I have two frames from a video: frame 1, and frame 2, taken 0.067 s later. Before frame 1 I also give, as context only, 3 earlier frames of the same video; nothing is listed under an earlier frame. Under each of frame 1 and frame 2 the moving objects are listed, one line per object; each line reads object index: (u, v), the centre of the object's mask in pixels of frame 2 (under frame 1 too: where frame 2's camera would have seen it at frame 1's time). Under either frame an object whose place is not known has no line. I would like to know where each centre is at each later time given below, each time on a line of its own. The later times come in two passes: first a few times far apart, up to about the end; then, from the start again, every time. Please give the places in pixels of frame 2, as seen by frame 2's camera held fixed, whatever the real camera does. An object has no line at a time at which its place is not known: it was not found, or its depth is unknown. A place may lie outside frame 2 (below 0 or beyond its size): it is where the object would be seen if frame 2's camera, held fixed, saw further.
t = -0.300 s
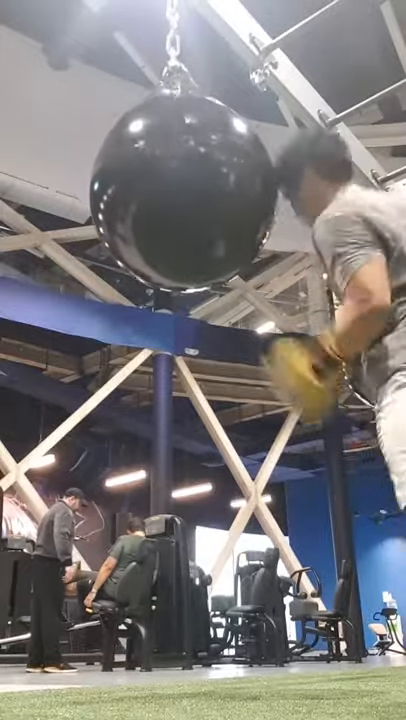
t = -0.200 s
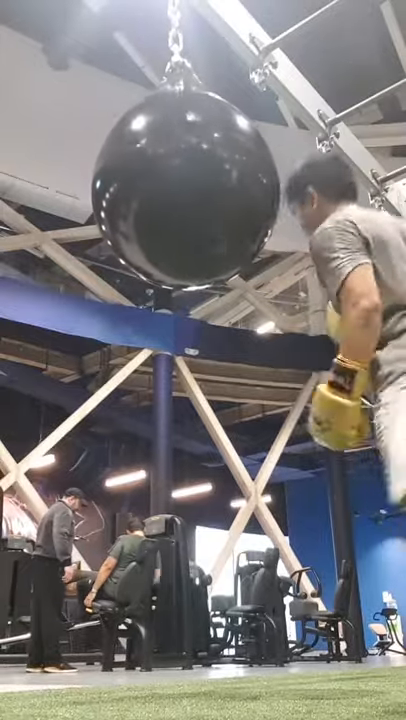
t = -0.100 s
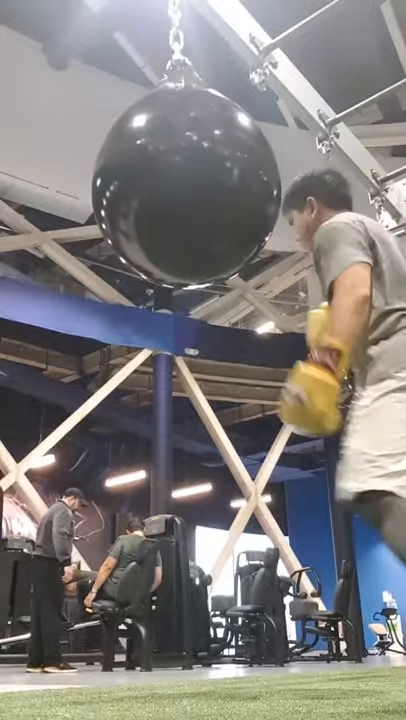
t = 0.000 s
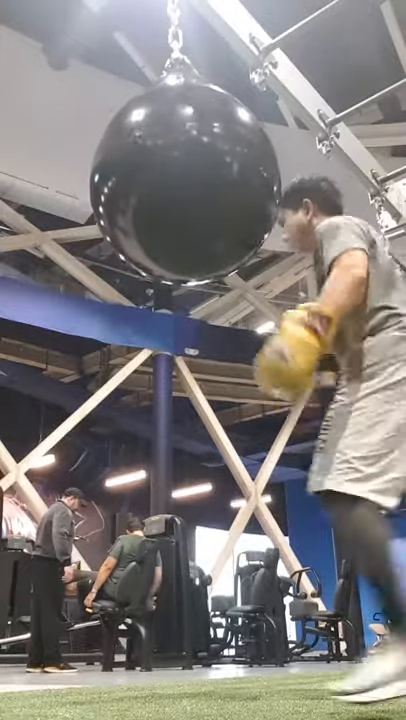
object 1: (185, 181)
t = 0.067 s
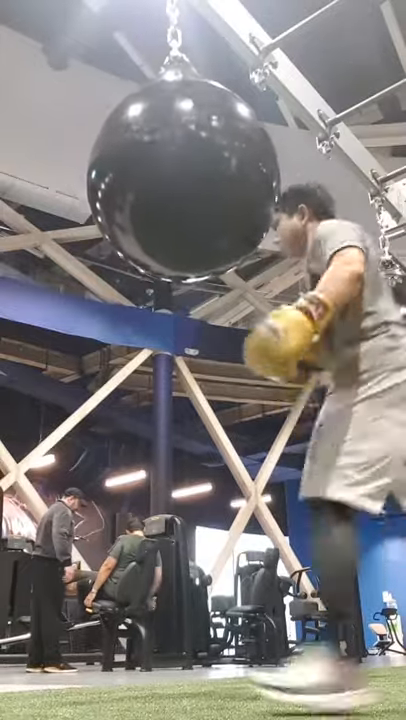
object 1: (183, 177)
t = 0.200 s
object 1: (177, 168)
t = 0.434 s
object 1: (163, 150)
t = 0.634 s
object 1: (154, 144)
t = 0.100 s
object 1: (182, 177)
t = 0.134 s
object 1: (181, 174)
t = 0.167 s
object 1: (179, 172)
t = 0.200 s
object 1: (177, 168)
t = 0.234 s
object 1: (175, 166)
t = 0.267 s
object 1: (174, 163)
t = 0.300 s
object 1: (172, 160)
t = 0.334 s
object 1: (169, 157)
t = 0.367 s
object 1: (167, 155)
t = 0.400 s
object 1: (165, 152)
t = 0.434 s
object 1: (163, 150)
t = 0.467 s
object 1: (161, 149)
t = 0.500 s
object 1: (159, 147)
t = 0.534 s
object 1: (158, 146)
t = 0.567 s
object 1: (156, 145)
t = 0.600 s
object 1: (155, 144)
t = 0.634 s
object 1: (154, 144)
